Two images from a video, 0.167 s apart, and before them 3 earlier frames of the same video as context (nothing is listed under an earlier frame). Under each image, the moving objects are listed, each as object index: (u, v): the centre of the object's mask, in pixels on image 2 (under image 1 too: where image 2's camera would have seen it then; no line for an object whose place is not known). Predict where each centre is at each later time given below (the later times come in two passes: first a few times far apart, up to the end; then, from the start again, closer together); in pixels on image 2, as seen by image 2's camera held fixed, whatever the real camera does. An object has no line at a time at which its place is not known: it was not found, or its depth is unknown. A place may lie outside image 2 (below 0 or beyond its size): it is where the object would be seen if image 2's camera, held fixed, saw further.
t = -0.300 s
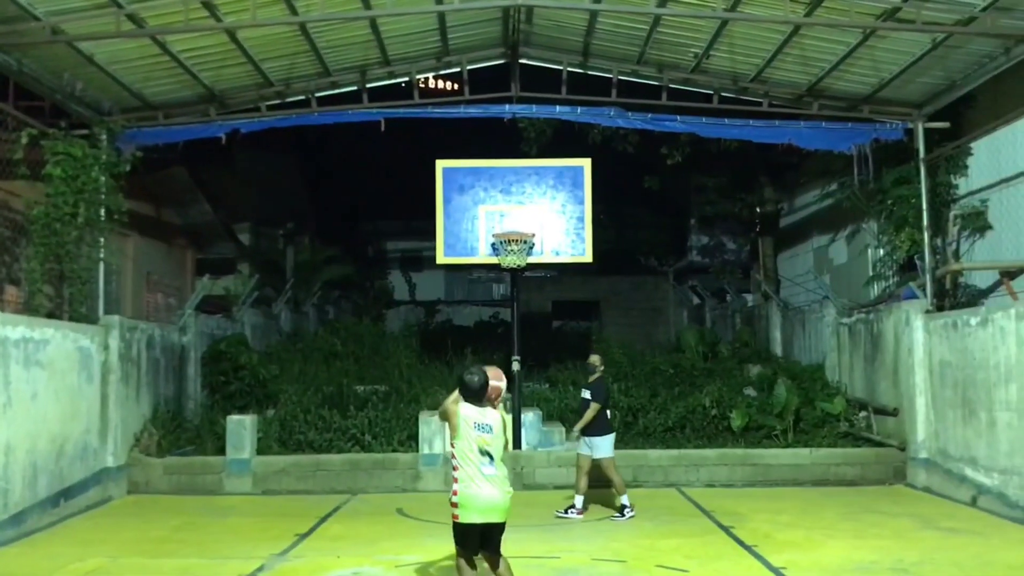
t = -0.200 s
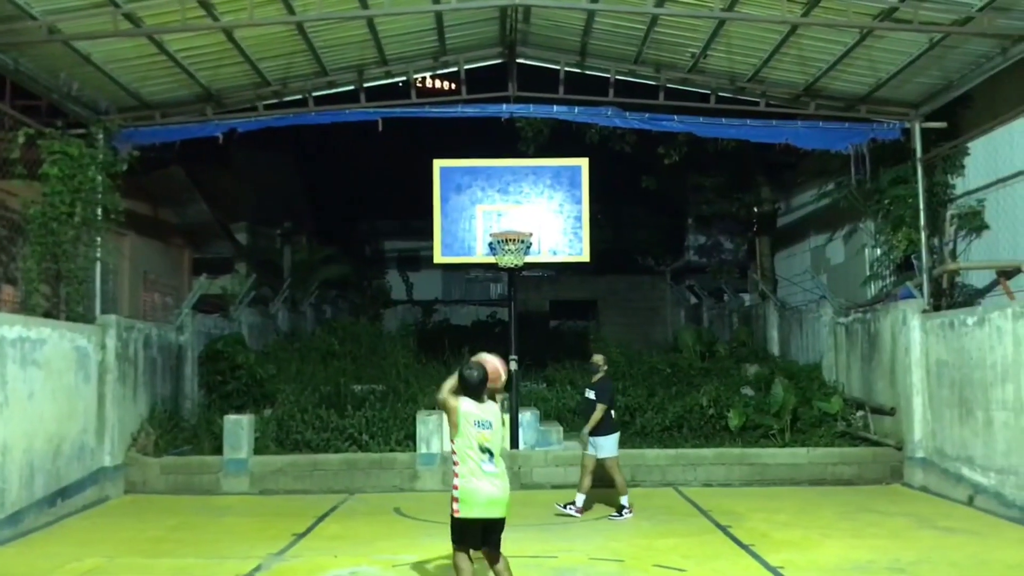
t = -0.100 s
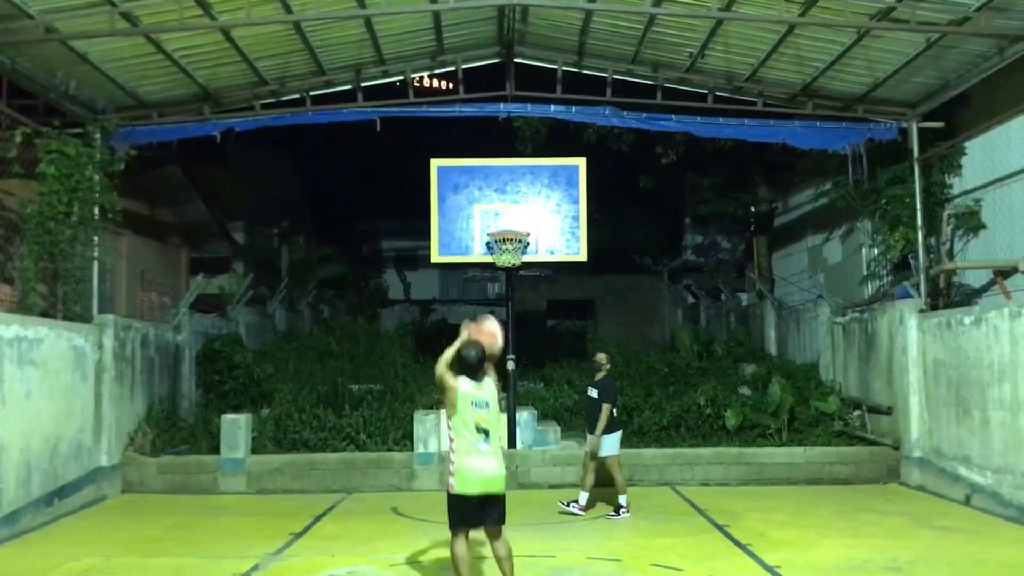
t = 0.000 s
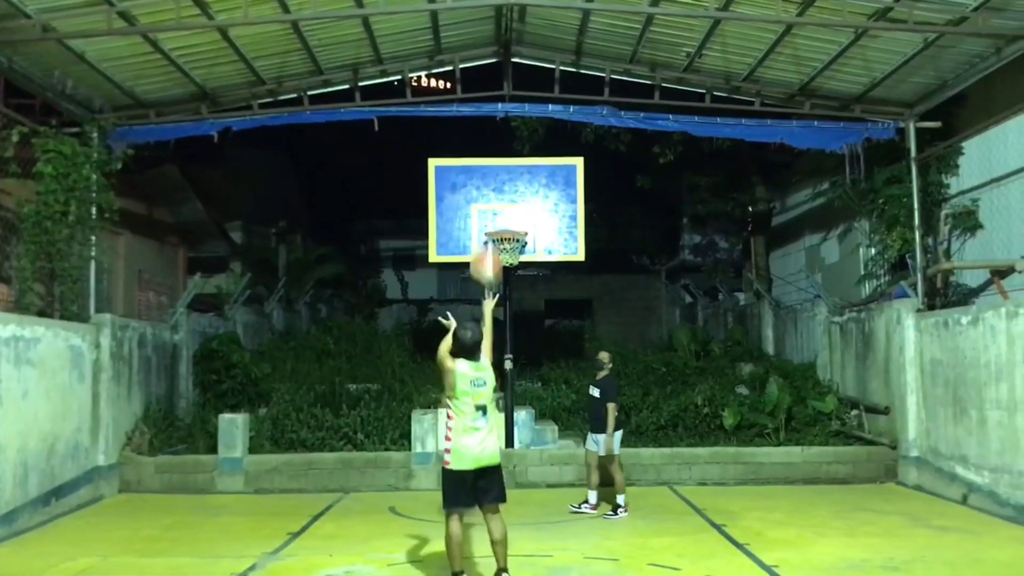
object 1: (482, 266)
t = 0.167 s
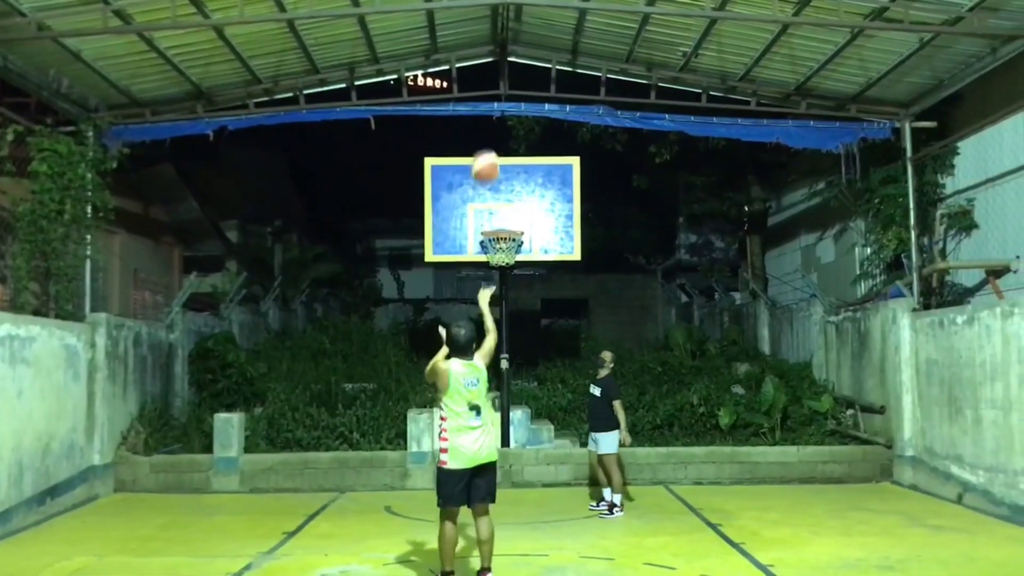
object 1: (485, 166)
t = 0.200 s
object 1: (486, 153)
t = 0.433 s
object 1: (489, 110)
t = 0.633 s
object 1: (493, 122)
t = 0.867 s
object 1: (497, 178)
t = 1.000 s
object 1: (500, 225)
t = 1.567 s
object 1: (501, 291)
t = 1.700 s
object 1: (498, 333)
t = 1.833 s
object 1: (498, 390)
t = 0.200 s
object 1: (486, 153)
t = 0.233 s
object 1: (486, 142)
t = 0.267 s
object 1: (486, 135)
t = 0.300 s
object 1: (487, 127)
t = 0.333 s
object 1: (488, 121)
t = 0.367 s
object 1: (489, 116)
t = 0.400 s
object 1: (489, 113)
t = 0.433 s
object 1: (489, 110)
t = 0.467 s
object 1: (490, 109)
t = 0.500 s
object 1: (490, 110)
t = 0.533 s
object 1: (491, 111)
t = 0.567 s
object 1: (492, 113)
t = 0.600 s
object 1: (492, 117)
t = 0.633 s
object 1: (493, 122)
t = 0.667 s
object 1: (494, 126)
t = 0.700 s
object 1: (494, 132)
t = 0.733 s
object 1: (495, 139)
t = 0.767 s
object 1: (496, 146)
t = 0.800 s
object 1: (497, 155)
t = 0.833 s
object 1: (497, 165)
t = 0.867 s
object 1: (497, 178)
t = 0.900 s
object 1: (498, 188)
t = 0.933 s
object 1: (498, 200)
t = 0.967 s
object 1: (499, 213)
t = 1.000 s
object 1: (500, 225)
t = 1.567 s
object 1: (501, 291)
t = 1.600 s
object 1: (501, 299)
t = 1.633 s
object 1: (500, 310)
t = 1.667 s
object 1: (499, 321)
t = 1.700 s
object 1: (498, 333)
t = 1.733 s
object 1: (498, 346)
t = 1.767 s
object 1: (498, 360)
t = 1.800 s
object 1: (497, 376)
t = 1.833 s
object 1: (498, 390)
